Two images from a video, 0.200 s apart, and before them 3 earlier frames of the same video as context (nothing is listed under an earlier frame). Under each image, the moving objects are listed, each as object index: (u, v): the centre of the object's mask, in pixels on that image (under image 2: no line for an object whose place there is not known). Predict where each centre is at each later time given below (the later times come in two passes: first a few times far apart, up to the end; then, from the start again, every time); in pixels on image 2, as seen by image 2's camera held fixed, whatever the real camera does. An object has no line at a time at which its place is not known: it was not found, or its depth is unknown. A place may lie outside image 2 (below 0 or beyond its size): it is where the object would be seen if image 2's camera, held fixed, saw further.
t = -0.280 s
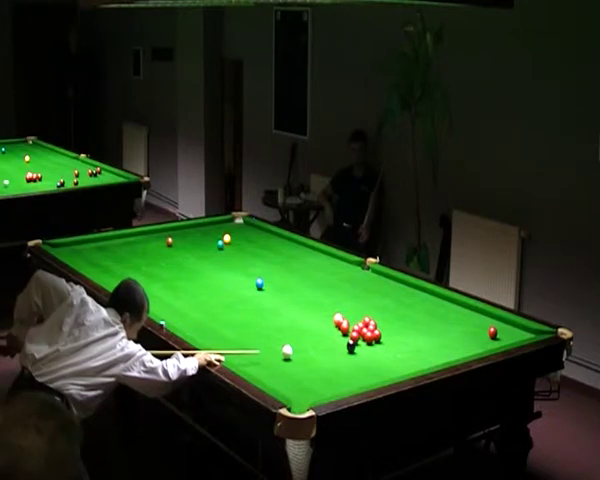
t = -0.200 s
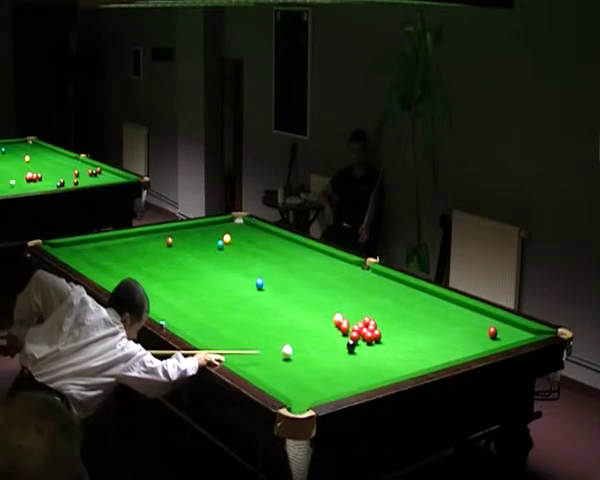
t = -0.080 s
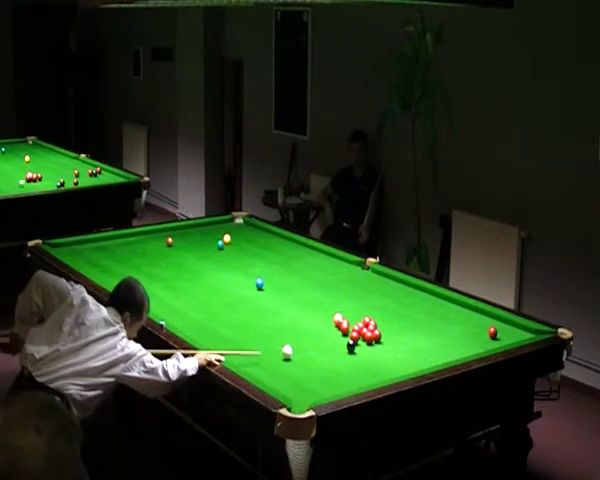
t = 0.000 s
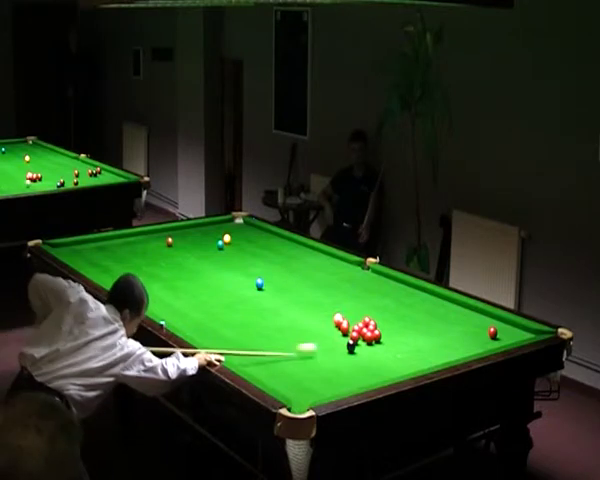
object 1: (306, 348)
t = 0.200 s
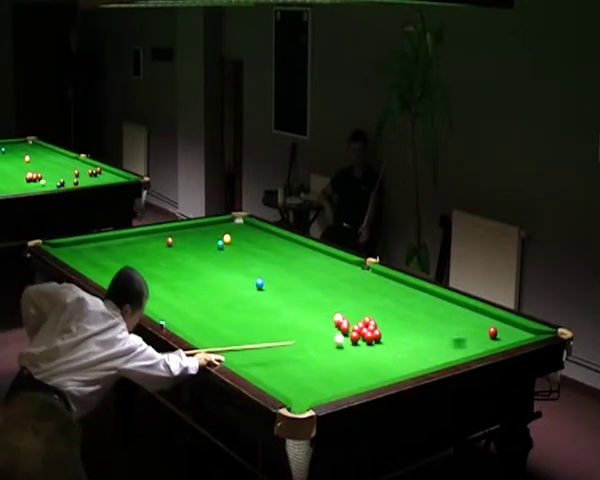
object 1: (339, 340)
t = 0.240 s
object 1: (337, 338)
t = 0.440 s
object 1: (328, 334)
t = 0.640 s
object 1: (320, 330)
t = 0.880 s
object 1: (311, 325)
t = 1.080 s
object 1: (303, 321)
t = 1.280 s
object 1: (297, 318)
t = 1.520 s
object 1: (291, 314)
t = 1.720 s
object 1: (286, 311)
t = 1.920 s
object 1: (281, 308)
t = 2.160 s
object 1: (276, 305)
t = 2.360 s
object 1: (272, 303)
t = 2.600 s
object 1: (268, 300)
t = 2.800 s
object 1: (265, 298)
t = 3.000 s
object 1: (262, 297)
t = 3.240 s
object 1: (259, 295)
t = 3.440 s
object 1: (257, 294)
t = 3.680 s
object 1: (256, 293)
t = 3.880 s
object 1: (254, 291)
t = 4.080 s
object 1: (253, 290)
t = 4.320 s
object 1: (252, 290)
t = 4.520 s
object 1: (252, 290)
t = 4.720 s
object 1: (252, 289)
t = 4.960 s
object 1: (252, 289)
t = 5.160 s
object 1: (252, 289)
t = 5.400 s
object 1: (252, 289)
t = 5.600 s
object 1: (252, 289)
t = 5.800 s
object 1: (252, 289)
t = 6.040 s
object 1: (252, 289)
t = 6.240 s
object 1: (252, 289)
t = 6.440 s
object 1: (252, 289)
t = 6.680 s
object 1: (252, 289)
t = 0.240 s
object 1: (337, 338)
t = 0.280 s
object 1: (335, 338)
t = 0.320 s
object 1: (333, 337)
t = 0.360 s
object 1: (331, 336)
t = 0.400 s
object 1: (330, 335)
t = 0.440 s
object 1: (328, 334)
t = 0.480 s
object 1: (326, 333)
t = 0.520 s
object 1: (325, 333)
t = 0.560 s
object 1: (323, 331)
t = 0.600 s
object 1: (321, 330)
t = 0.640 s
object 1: (320, 330)
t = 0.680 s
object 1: (318, 329)
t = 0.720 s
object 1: (317, 328)
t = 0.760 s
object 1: (315, 327)
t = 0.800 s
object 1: (313, 327)
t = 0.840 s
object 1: (312, 326)
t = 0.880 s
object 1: (311, 325)
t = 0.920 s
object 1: (309, 324)
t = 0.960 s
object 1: (308, 324)
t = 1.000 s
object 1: (306, 323)
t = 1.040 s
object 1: (305, 322)
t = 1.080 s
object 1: (303, 321)
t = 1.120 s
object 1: (302, 321)
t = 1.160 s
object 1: (301, 320)
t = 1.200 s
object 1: (300, 320)
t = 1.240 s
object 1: (299, 318)
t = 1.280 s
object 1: (297, 318)
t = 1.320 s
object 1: (296, 317)
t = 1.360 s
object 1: (295, 316)
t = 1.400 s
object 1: (294, 316)
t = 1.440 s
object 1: (293, 315)
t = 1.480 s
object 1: (292, 314)
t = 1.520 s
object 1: (291, 314)
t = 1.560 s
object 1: (289, 313)
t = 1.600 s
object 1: (288, 313)
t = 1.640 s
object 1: (287, 312)
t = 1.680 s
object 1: (286, 311)
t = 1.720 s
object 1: (286, 311)
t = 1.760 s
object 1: (284, 310)
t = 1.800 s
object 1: (284, 310)
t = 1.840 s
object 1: (282, 309)
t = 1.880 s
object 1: (282, 308)
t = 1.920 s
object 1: (281, 308)
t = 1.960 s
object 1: (280, 307)
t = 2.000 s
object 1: (279, 307)
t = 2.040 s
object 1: (278, 306)
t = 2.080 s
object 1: (277, 306)
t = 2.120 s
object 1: (276, 305)
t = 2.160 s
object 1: (276, 305)
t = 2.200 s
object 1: (275, 304)
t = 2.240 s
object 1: (274, 304)
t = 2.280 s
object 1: (273, 303)
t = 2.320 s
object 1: (272, 303)
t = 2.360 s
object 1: (272, 303)
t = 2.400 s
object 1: (271, 302)
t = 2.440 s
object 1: (270, 302)
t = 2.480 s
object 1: (270, 301)
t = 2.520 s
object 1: (269, 301)
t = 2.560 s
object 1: (268, 301)
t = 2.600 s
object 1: (268, 300)
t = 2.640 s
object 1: (267, 300)
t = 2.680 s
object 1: (267, 300)
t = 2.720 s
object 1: (265, 299)
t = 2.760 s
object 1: (265, 298)
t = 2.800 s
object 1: (265, 298)
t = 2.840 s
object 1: (264, 298)
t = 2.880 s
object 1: (264, 298)
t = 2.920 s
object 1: (263, 298)
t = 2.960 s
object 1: (262, 297)
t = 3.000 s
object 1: (262, 297)
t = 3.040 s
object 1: (262, 297)
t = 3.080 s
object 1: (261, 296)
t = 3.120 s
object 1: (260, 296)
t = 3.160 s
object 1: (260, 296)
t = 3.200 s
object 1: (260, 296)
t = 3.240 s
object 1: (259, 295)
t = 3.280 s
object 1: (259, 295)
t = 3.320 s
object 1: (258, 294)
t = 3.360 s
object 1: (258, 294)
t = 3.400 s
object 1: (258, 294)
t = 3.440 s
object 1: (257, 294)
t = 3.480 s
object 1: (257, 293)
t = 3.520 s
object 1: (256, 293)
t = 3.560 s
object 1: (256, 293)
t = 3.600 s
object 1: (256, 293)
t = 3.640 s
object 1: (256, 292)
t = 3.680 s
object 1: (256, 293)
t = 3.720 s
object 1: (255, 292)
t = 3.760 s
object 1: (255, 292)
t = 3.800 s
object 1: (254, 291)
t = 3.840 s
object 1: (254, 291)
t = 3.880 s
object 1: (254, 291)
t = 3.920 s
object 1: (254, 291)
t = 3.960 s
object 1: (254, 291)
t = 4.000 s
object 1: (253, 291)
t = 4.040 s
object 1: (253, 290)
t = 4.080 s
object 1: (253, 290)
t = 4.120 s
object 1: (253, 290)
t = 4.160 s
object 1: (253, 290)
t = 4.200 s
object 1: (253, 290)
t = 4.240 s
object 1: (253, 290)
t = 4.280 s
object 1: (253, 290)
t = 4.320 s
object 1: (252, 290)
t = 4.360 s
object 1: (252, 290)
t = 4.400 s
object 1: (252, 290)
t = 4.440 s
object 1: (252, 289)
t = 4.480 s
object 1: (252, 289)
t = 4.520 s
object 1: (252, 290)
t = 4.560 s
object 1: (252, 289)
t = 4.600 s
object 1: (252, 289)
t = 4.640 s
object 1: (252, 289)
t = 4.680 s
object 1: (252, 289)
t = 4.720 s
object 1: (252, 289)
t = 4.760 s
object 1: (252, 289)
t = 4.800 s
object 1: (252, 289)
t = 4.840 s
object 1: (252, 289)
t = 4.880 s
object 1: (252, 289)
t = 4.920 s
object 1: (252, 289)
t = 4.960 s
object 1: (252, 289)
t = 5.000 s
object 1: (252, 289)
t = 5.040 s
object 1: (252, 289)
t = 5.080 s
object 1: (252, 289)
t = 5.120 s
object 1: (252, 289)
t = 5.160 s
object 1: (252, 289)
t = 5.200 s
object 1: (252, 289)
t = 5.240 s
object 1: (252, 289)
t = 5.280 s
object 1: (252, 289)
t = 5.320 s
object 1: (252, 289)
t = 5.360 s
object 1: (252, 289)
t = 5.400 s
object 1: (252, 289)
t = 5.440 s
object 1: (252, 289)
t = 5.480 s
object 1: (252, 289)
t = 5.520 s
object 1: (252, 289)
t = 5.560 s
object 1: (252, 289)
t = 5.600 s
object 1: (252, 289)
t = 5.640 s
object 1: (252, 289)
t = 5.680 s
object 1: (252, 289)
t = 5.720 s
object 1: (252, 289)
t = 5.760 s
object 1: (252, 289)
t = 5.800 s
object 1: (252, 289)
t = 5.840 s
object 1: (252, 289)
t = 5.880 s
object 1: (252, 289)
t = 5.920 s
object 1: (252, 289)
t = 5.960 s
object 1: (252, 289)
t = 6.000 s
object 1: (252, 289)
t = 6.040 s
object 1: (252, 289)
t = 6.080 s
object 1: (252, 289)
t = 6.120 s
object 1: (252, 289)
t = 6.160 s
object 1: (252, 289)
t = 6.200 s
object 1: (252, 289)
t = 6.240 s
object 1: (252, 289)
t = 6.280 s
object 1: (252, 289)
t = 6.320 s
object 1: (252, 289)
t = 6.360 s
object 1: (252, 289)
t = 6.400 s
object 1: (252, 289)
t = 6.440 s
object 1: (252, 289)
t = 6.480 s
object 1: (252, 289)
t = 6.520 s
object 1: (252, 289)
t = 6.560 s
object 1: (252, 289)
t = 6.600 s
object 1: (252, 289)
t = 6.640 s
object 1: (252, 289)
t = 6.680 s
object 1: (252, 289)
